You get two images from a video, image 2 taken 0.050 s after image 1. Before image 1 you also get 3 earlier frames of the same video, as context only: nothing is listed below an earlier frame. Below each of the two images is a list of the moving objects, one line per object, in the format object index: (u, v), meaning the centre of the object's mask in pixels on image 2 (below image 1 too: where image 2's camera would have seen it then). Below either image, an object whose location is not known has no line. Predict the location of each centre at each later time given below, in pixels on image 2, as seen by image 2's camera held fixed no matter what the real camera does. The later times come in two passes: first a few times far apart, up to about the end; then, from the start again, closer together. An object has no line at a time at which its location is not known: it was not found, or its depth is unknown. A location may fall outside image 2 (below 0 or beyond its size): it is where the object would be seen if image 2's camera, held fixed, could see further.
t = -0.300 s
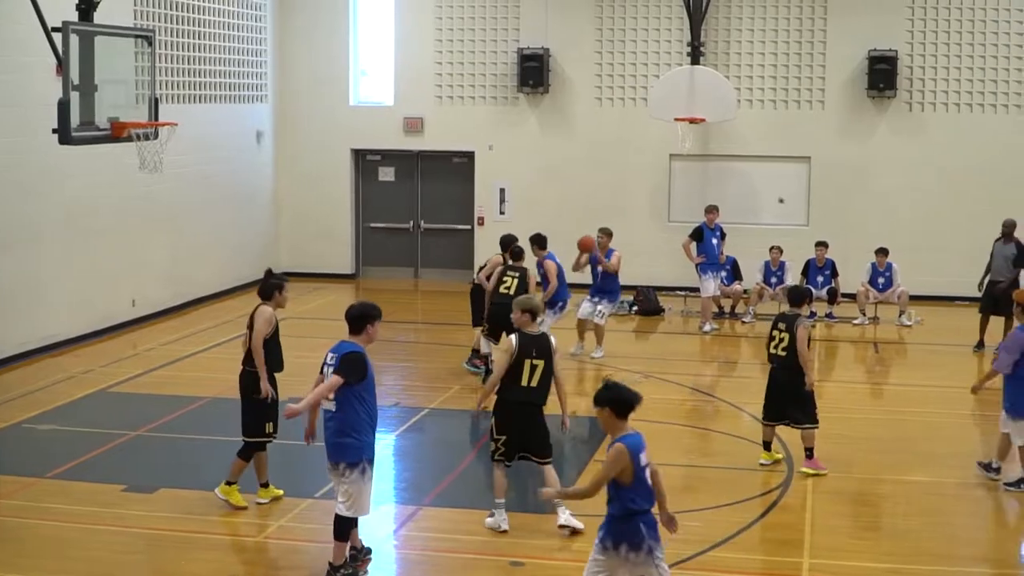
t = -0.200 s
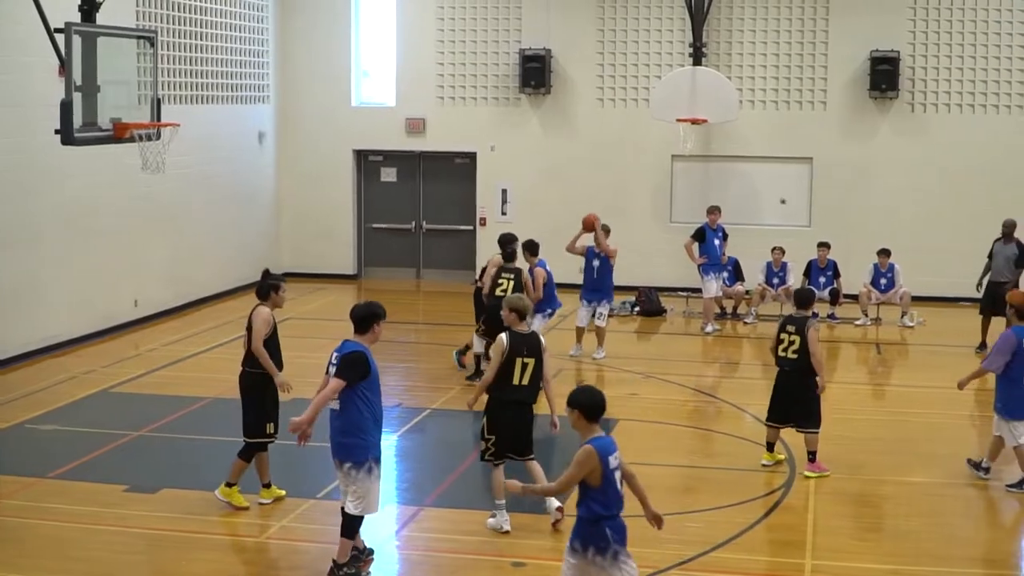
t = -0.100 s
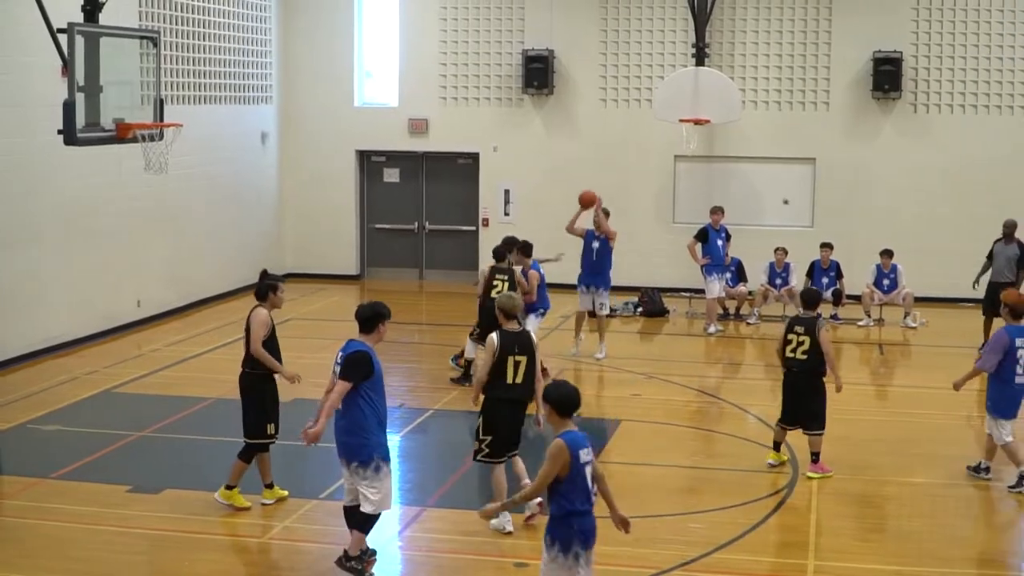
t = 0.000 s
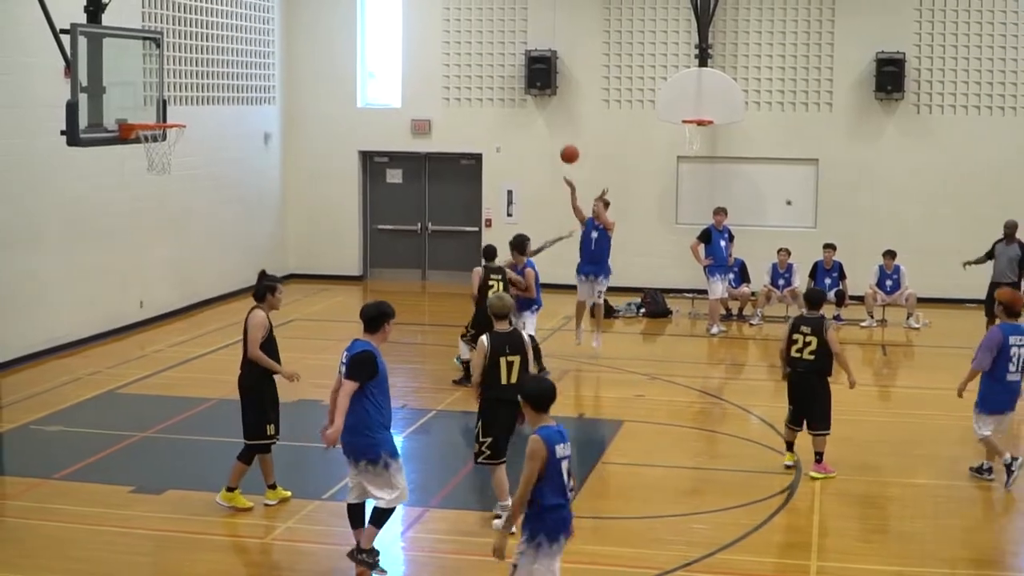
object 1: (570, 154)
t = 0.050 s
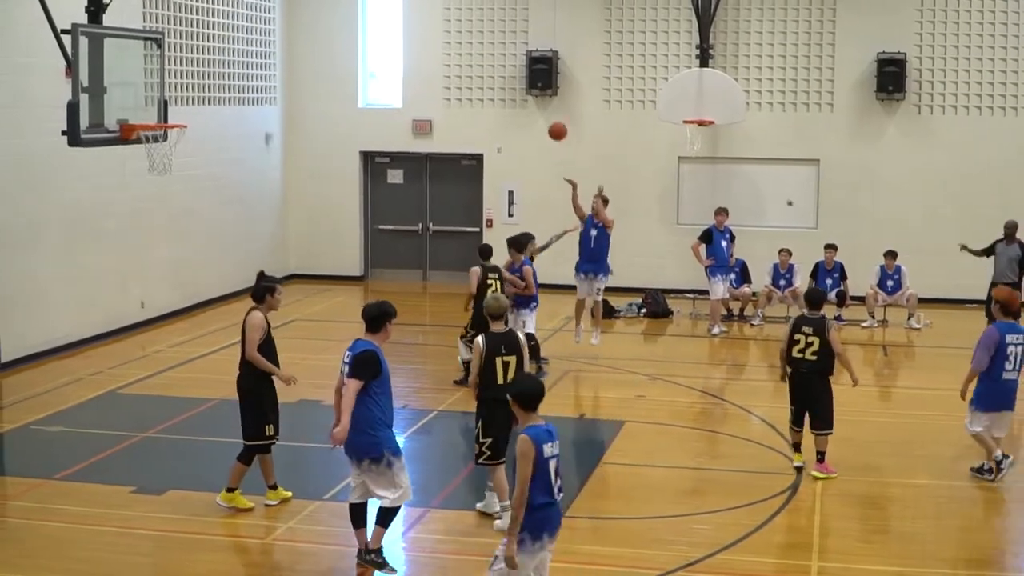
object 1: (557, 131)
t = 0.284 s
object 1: (492, 43)
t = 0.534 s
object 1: (415, 0)
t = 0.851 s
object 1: (308, 11)
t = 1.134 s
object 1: (202, 115)
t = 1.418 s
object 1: (333, 200)
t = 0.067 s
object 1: (553, 124)
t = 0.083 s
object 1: (548, 117)
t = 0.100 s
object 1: (544, 110)
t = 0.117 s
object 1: (539, 103)
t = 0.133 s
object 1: (535, 96)
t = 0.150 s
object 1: (531, 89)
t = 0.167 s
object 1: (526, 83)
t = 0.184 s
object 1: (521, 76)
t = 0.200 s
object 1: (516, 70)
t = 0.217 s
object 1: (512, 65)
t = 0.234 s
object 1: (507, 59)
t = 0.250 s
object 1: (502, 54)
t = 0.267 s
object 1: (497, 48)
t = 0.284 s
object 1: (492, 43)
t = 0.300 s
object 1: (487, 39)
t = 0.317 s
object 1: (482, 34)
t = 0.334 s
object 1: (478, 30)
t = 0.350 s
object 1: (473, 26)
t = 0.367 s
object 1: (468, 22)
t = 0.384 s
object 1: (462, 18)
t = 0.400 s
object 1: (457, 14)
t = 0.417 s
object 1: (452, 11)
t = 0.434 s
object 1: (447, 8)
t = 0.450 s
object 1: (442, 6)
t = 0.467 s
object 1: (437, 4)
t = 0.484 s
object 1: (431, 3)
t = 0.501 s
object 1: (426, 2)
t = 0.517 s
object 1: (421, 1)
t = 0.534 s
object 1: (415, 0)
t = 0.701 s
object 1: (360, -1)
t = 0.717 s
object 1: (354, -1)
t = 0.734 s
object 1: (349, 0)
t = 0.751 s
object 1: (343, 0)
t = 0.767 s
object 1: (337, 1)
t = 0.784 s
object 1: (331, 2)
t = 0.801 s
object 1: (325, 4)
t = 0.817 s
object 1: (319, 5)
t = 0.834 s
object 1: (313, 8)
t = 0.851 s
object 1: (308, 11)
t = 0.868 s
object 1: (301, 15)
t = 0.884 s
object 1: (296, 19)
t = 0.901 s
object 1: (290, 23)
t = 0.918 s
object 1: (284, 28)
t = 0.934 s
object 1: (278, 32)
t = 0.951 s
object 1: (272, 38)
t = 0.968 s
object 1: (266, 43)
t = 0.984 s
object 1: (259, 49)
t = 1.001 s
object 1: (253, 55)
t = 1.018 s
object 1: (247, 61)
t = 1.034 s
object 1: (240, 68)
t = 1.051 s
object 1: (235, 75)
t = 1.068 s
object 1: (228, 82)
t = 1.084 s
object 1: (221, 90)
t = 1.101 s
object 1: (214, 98)
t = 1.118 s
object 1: (208, 106)
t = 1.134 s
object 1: (202, 115)
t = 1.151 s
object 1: (196, 122)
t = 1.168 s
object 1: (201, 126)
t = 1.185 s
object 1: (210, 129)
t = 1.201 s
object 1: (220, 132)
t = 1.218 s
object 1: (229, 136)
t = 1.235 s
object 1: (238, 140)
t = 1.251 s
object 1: (246, 144)
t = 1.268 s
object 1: (255, 148)
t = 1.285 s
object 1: (264, 153)
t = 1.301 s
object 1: (273, 158)
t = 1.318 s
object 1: (282, 163)
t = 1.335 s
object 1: (290, 169)
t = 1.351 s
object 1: (299, 174)
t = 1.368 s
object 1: (307, 180)
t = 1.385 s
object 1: (316, 187)
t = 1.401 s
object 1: (324, 193)
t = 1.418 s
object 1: (333, 200)
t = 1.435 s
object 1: (341, 207)
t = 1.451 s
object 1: (350, 214)
